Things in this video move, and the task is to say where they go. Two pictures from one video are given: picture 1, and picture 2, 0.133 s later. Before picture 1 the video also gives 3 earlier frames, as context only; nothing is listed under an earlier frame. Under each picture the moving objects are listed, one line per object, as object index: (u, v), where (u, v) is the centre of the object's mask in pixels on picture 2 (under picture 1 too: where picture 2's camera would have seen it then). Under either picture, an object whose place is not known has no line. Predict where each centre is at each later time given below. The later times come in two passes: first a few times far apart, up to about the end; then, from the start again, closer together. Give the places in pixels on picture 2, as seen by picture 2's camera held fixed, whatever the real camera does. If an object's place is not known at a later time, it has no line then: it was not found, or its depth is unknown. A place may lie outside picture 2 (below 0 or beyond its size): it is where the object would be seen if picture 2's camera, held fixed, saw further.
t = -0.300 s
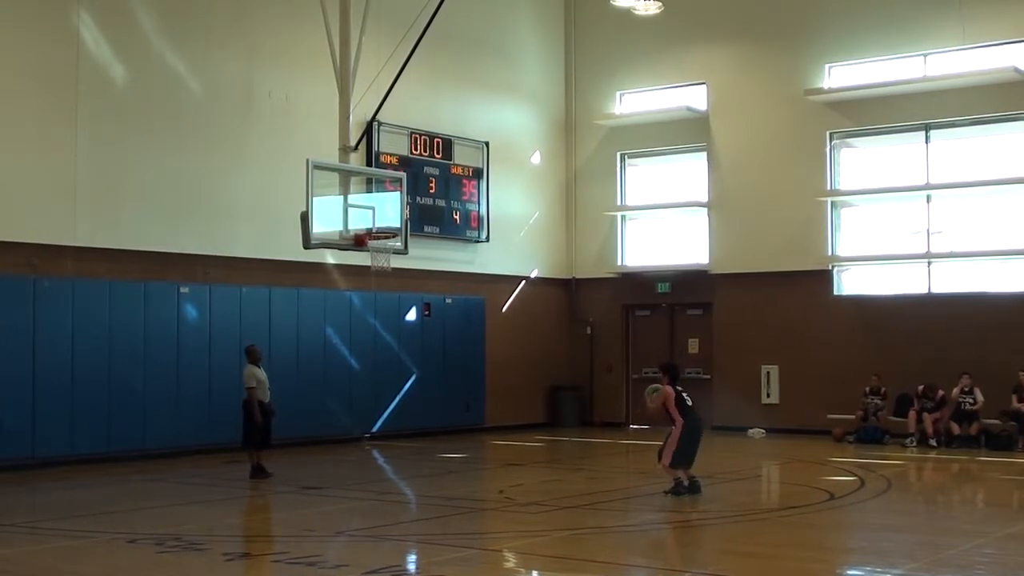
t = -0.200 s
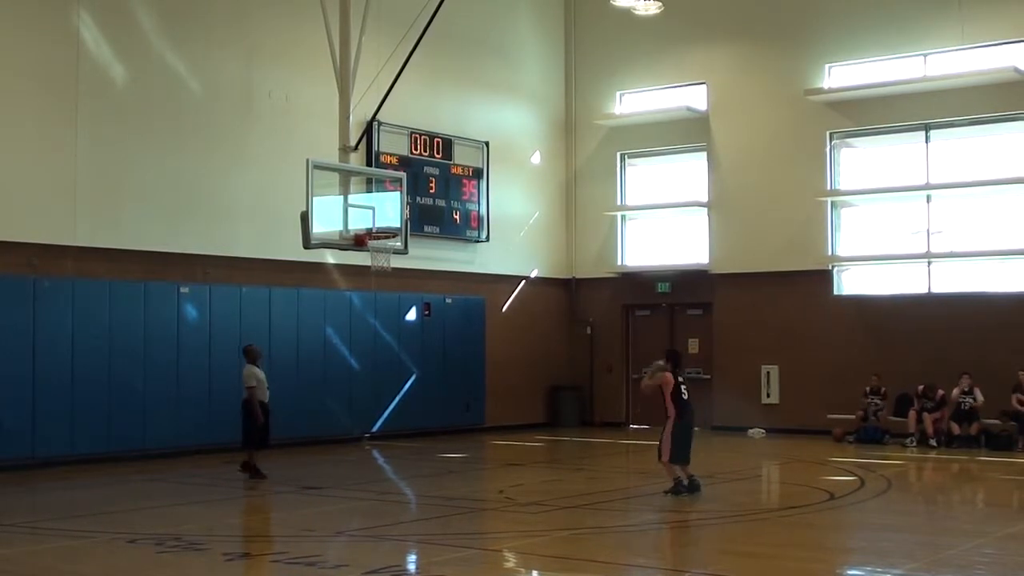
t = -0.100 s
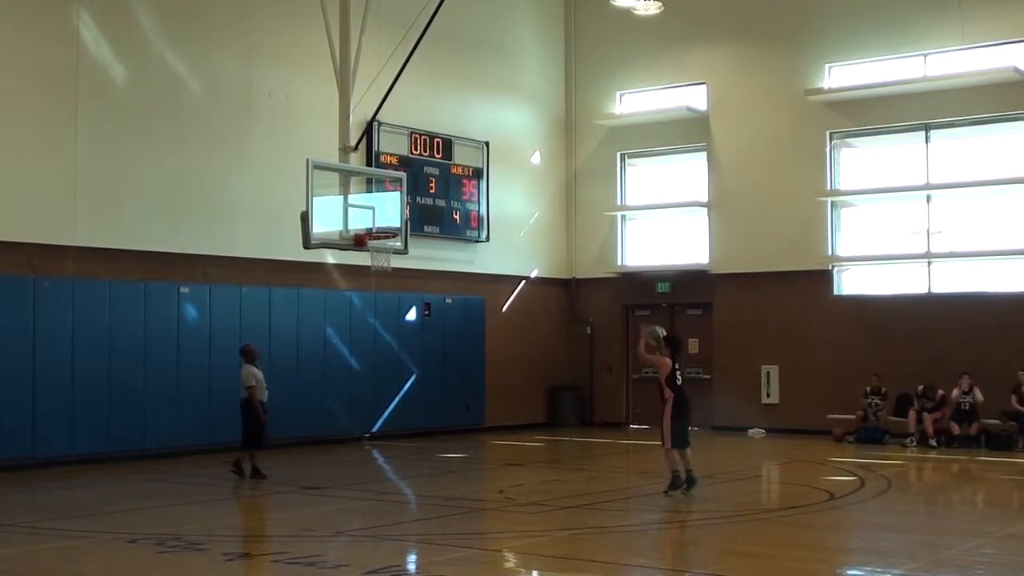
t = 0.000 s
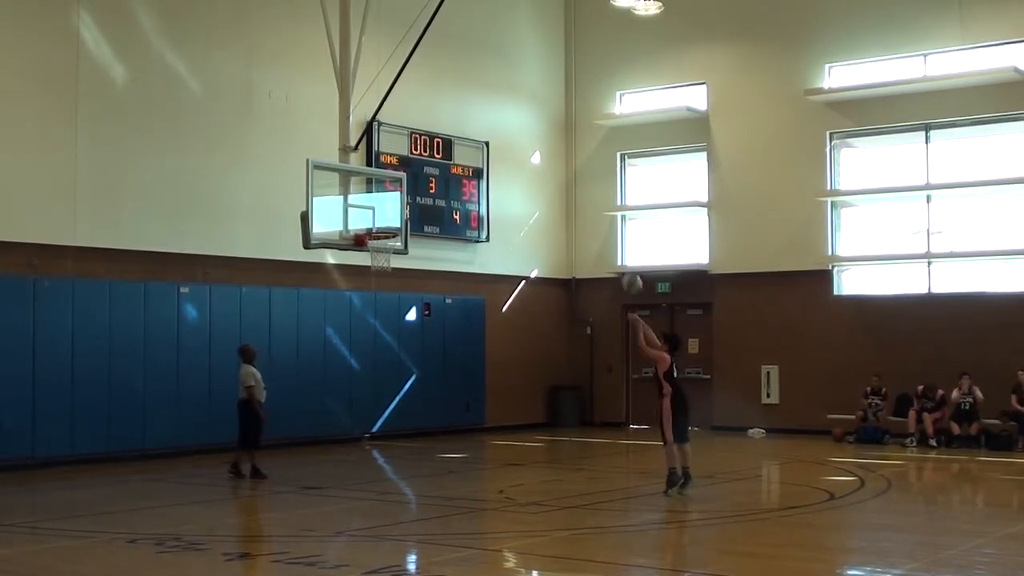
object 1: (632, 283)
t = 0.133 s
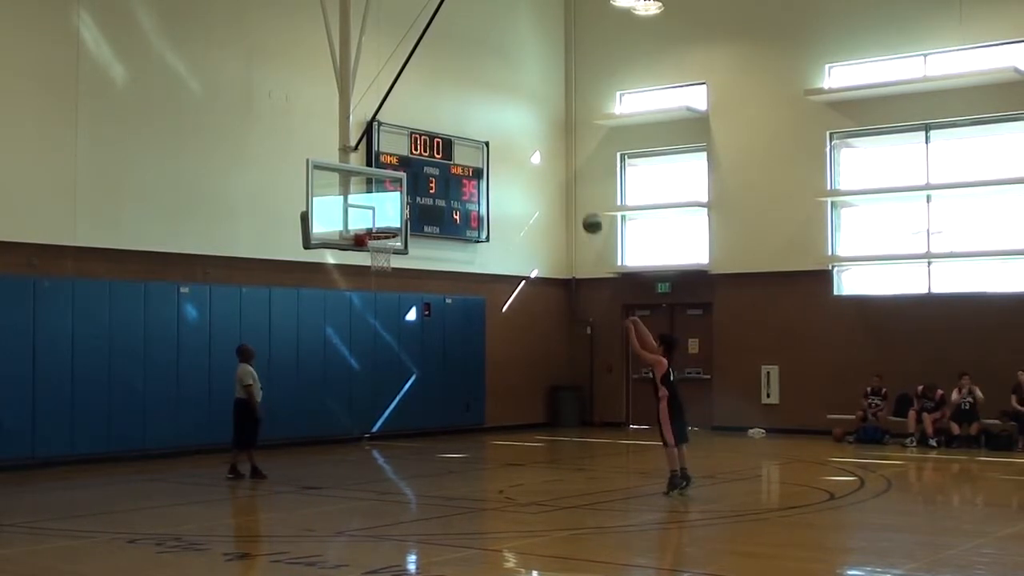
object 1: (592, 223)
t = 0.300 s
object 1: (547, 172)
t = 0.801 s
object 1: (430, 161)
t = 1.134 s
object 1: (386, 248)
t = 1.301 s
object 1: (406, 261)
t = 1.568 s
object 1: (430, 317)
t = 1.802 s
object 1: (450, 412)
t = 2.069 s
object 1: (466, 406)
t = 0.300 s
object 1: (547, 172)
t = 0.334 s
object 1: (539, 165)
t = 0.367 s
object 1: (531, 159)
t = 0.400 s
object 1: (523, 153)
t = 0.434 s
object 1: (514, 149)
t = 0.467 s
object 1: (506, 146)
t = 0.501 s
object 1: (499, 143)
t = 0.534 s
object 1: (490, 142)
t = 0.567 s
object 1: (483, 141)
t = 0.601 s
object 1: (475, 141)
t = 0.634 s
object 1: (467, 142)
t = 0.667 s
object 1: (459, 145)
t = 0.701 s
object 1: (453, 148)
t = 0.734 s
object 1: (445, 150)
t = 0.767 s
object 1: (438, 154)
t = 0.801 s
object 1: (430, 161)
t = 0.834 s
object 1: (422, 167)
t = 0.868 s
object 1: (417, 173)
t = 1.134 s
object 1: (386, 248)
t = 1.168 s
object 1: (393, 253)
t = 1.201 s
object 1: (398, 255)
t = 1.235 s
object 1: (400, 257)
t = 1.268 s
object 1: (403, 259)
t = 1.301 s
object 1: (406, 261)
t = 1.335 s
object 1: (408, 265)
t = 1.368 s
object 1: (413, 271)
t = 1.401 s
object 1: (418, 277)
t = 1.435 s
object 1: (419, 284)
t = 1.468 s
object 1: (421, 290)
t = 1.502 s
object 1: (424, 299)
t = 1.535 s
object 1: (427, 307)
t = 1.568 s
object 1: (430, 317)
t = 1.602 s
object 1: (433, 327)
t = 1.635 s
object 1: (436, 339)
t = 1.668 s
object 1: (438, 351)
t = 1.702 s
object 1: (441, 366)
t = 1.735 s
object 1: (444, 380)
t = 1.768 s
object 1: (447, 396)
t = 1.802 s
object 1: (450, 412)
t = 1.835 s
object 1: (453, 428)
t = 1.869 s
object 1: (456, 444)
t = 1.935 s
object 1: (460, 452)
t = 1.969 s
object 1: (461, 440)
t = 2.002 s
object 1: (463, 427)
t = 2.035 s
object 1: (464, 418)
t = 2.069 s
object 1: (466, 406)
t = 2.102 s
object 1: (467, 397)
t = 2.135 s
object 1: (469, 389)
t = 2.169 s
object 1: (471, 381)
